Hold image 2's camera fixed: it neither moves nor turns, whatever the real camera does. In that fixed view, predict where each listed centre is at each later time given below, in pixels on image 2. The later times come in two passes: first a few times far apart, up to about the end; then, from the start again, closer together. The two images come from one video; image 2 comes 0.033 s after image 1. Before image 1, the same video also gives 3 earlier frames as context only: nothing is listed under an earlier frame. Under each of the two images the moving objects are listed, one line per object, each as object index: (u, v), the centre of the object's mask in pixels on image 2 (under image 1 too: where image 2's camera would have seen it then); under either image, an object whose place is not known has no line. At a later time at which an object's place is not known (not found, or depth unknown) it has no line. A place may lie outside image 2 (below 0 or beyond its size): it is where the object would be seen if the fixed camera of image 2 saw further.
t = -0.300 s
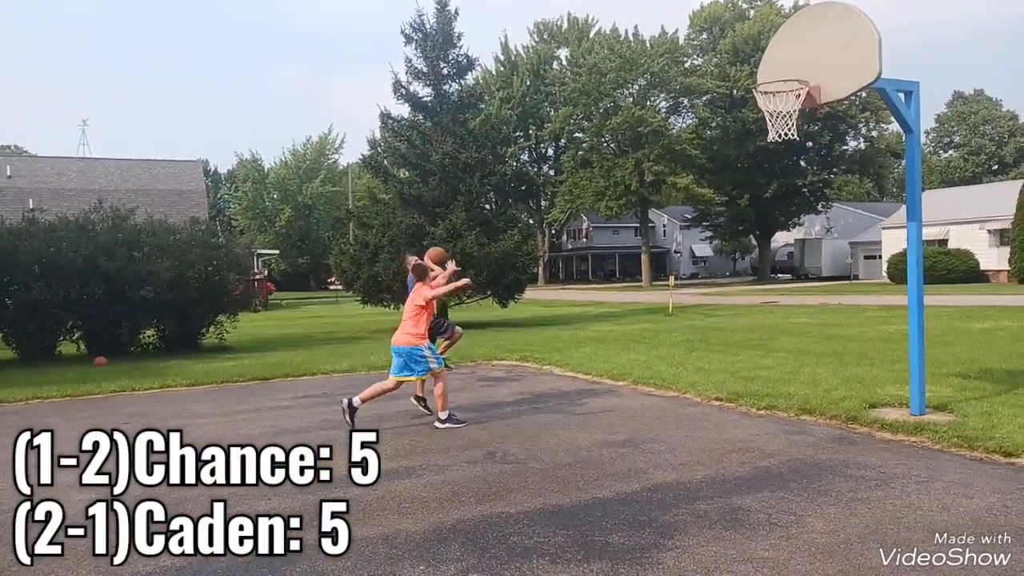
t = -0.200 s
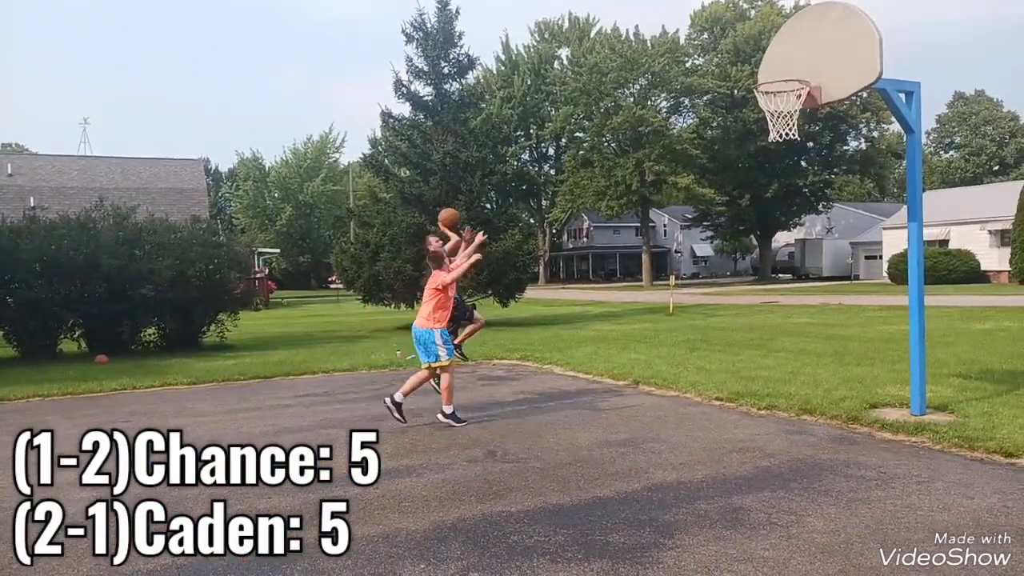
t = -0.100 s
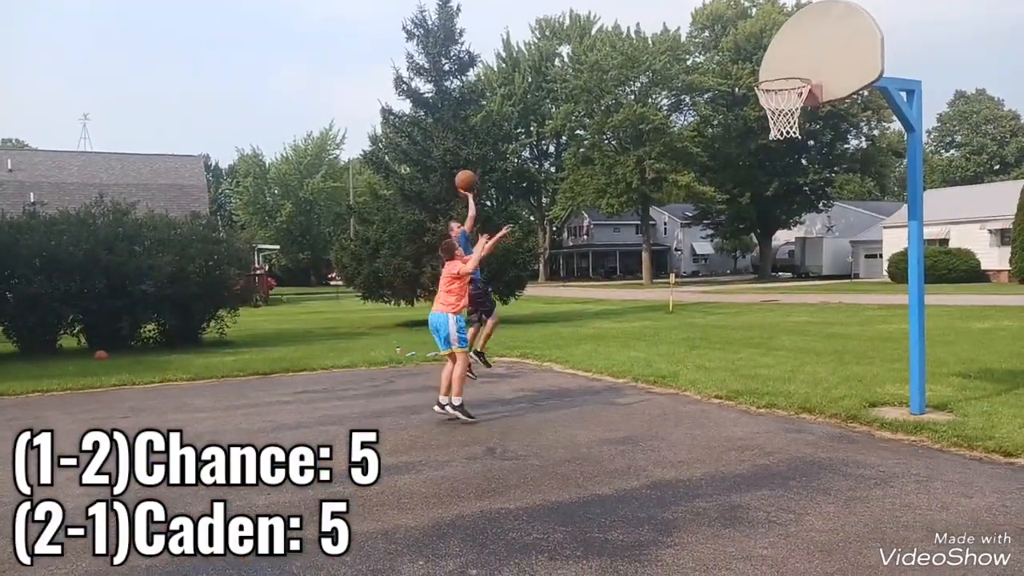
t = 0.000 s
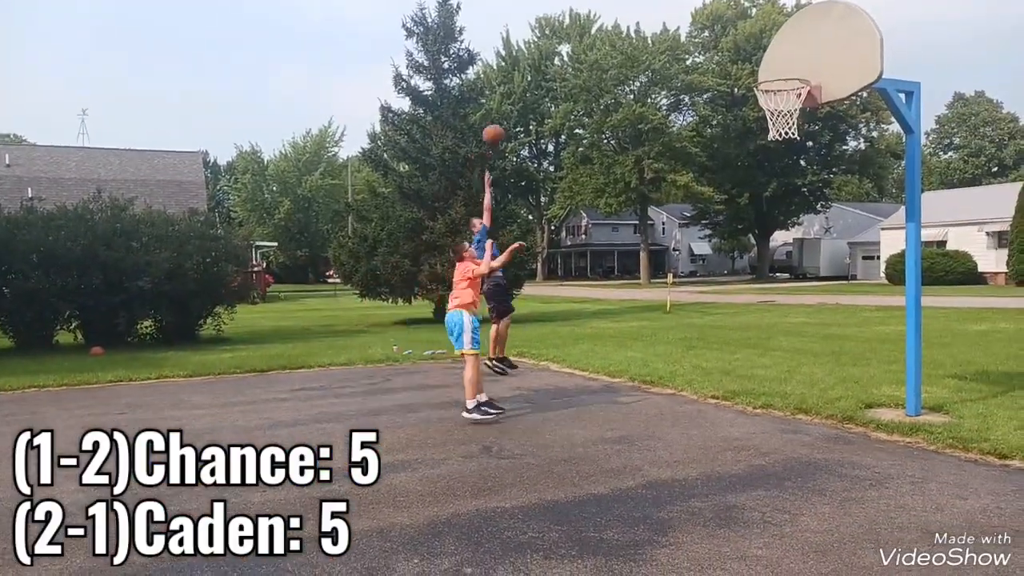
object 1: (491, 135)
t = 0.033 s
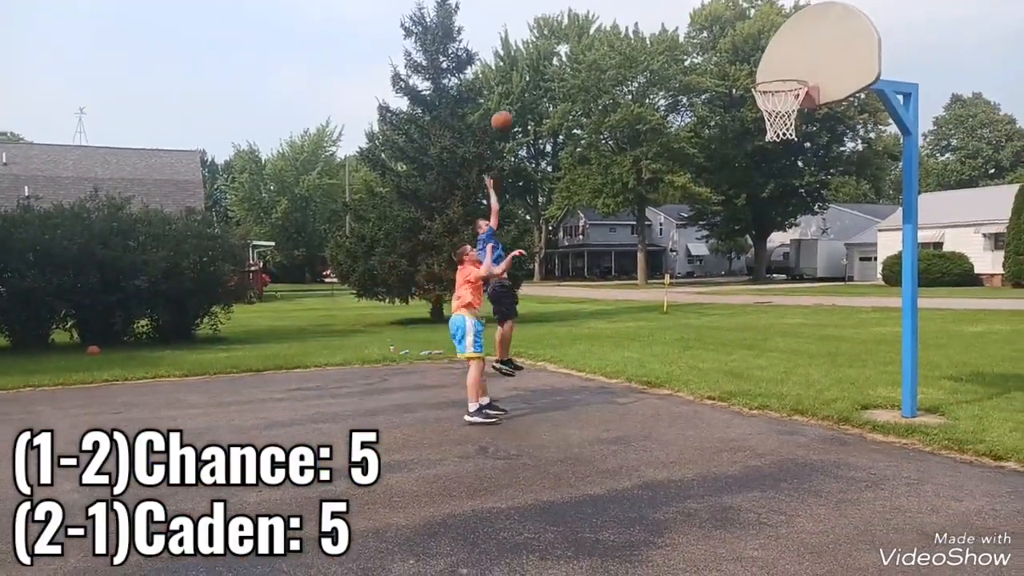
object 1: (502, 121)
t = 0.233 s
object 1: (569, 60)
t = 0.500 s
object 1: (672, 31)
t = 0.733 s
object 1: (769, 68)
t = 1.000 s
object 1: (781, 45)
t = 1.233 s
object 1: (749, 63)
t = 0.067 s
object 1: (513, 109)
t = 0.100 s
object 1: (523, 98)
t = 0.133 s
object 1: (535, 86)
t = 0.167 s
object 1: (547, 76)
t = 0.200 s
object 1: (557, 68)
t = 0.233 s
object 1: (569, 60)
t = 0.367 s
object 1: (618, 39)
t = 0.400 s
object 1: (631, 35)
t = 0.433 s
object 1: (645, 33)
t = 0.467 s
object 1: (658, 31)
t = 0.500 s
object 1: (672, 31)
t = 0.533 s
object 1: (684, 33)
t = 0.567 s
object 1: (697, 35)
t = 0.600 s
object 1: (710, 39)
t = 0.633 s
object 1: (724, 44)
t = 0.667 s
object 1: (738, 50)
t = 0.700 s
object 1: (754, 59)
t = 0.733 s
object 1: (769, 68)
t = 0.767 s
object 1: (784, 80)
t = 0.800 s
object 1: (792, 77)
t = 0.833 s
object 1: (797, 72)
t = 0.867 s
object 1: (793, 65)
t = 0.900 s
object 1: (789, 58)
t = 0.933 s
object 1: (786, 53)
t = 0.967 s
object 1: (784, 49)
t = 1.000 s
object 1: (781, 45)
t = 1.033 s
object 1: (774, 44)
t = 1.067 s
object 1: (767, 44)
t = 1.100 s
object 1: (762, 45)
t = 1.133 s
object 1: (758, 47)
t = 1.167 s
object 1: (756, 50)
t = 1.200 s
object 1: (753, 56)
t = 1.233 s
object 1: (749, 63)
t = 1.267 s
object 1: (744, 71)
